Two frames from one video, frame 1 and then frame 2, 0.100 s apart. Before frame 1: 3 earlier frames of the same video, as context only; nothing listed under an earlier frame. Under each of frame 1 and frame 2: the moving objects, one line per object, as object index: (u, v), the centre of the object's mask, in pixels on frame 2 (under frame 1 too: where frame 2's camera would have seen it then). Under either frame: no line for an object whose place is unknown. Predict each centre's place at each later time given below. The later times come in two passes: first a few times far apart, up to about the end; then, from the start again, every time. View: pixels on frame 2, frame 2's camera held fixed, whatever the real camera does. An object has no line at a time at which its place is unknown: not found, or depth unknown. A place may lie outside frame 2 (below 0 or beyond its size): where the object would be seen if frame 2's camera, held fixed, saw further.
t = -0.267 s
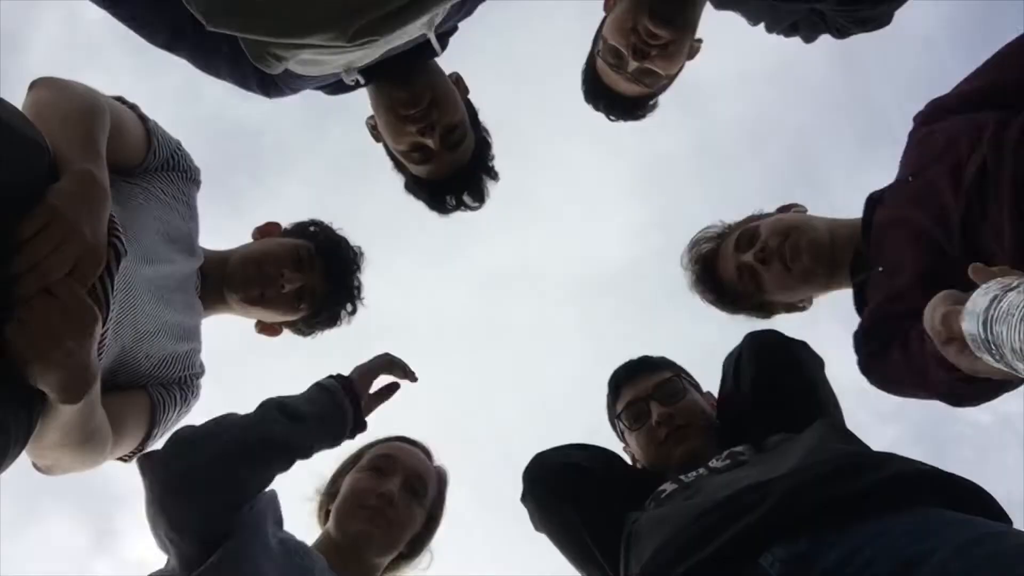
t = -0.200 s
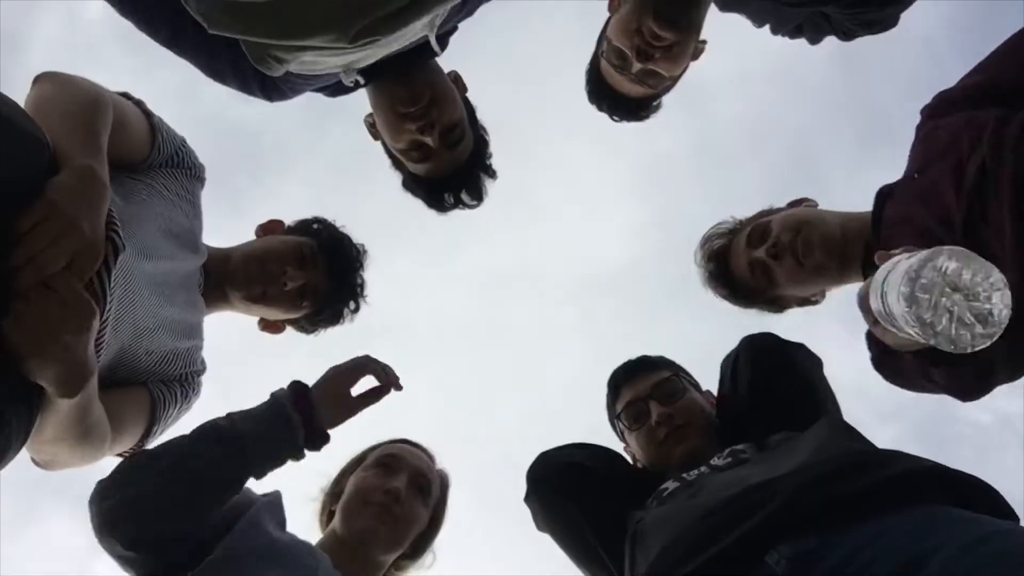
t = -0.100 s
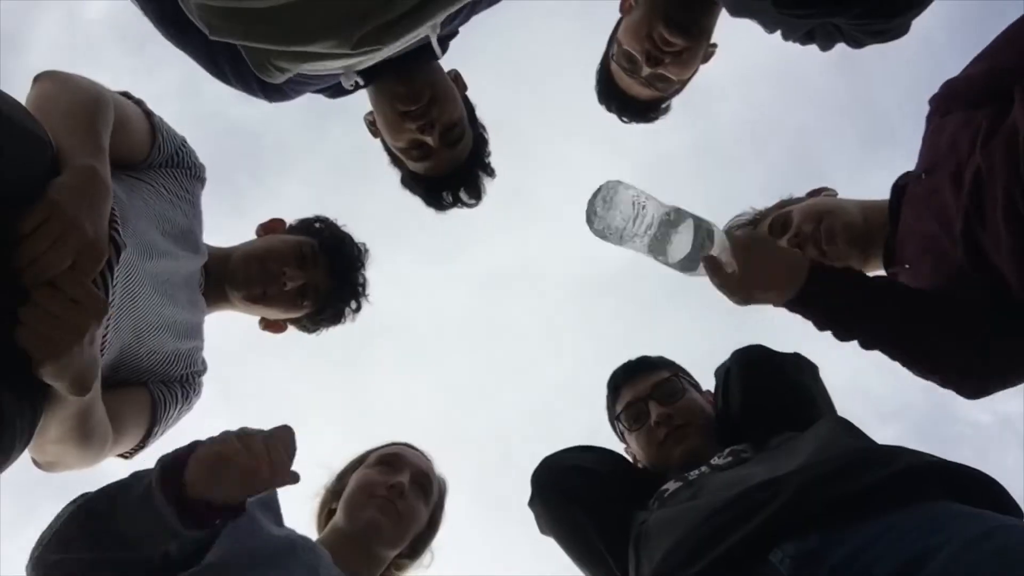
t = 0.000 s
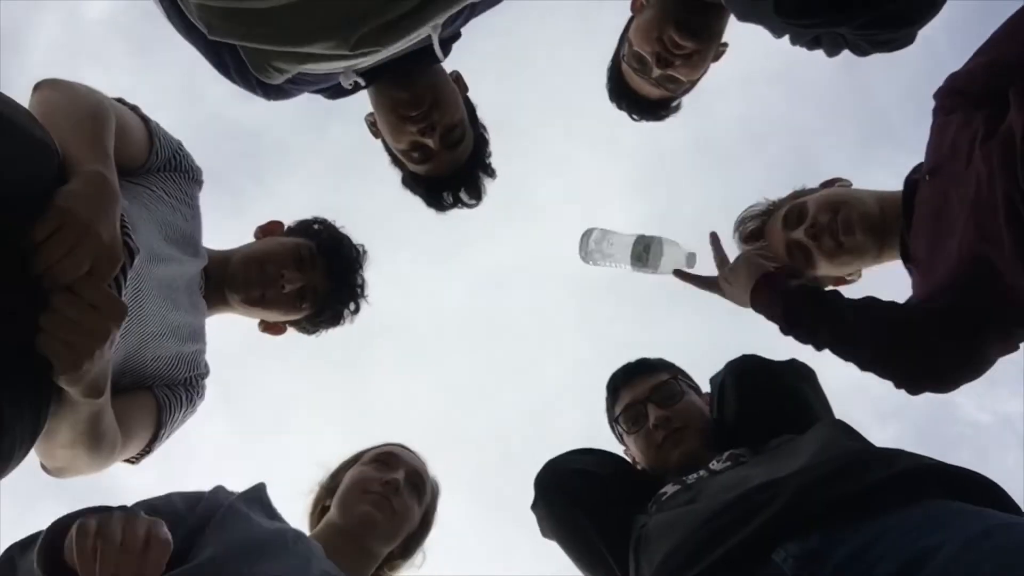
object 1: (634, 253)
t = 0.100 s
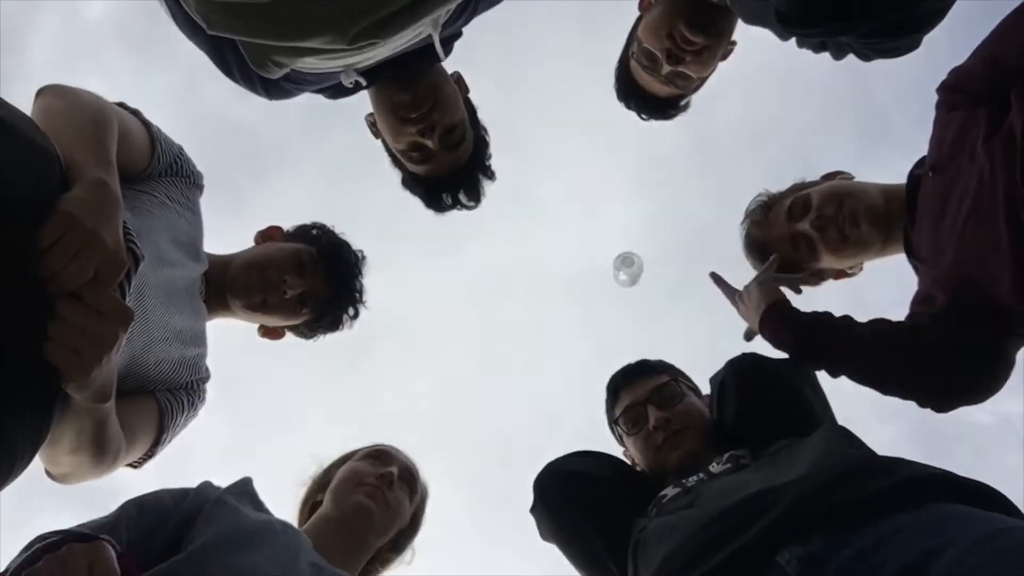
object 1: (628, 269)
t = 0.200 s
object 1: (630, 282)
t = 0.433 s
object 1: (682, 306)
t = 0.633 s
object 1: (736, 327)
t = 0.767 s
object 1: (782, 335)
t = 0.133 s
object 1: (627, 274)
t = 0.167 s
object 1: (627, 278)
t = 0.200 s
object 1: (630, 282)
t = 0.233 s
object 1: (635, 286)
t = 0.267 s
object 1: (642, 290)
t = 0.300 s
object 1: (650, 294)
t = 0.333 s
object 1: (658, 298)
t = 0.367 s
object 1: (666, 300)
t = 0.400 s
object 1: (674, 303)
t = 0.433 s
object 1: (682, 306)
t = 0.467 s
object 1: (691, 308)
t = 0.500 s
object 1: (697, 311)
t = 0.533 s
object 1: (705, 316)
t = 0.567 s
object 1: (714, 321)
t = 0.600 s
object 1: (722, 324)
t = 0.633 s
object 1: (736, 327)
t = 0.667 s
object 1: (745, 327)
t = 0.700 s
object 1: (756, 329)
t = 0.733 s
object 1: (769, 331)
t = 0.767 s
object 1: (782, 335)
